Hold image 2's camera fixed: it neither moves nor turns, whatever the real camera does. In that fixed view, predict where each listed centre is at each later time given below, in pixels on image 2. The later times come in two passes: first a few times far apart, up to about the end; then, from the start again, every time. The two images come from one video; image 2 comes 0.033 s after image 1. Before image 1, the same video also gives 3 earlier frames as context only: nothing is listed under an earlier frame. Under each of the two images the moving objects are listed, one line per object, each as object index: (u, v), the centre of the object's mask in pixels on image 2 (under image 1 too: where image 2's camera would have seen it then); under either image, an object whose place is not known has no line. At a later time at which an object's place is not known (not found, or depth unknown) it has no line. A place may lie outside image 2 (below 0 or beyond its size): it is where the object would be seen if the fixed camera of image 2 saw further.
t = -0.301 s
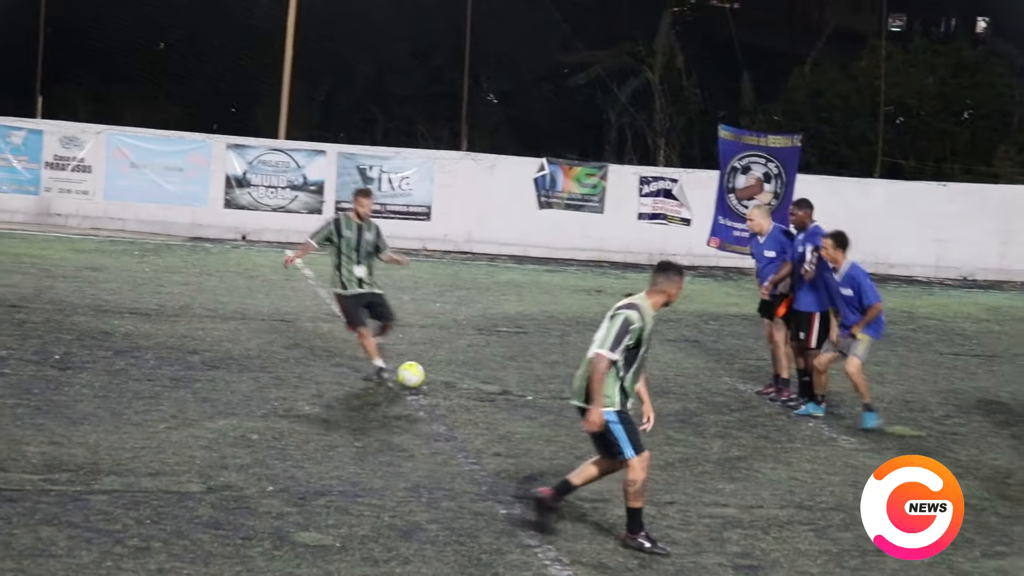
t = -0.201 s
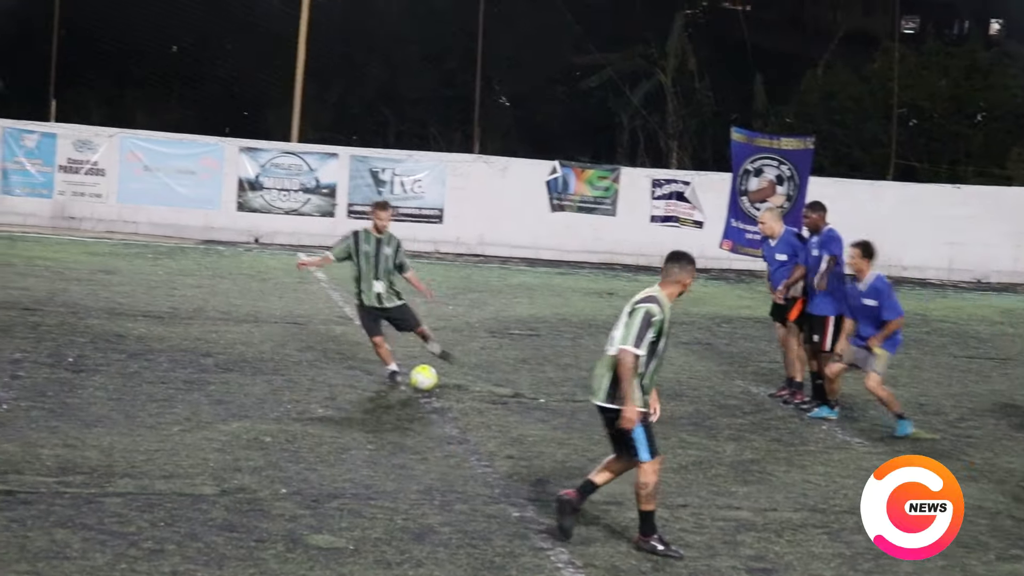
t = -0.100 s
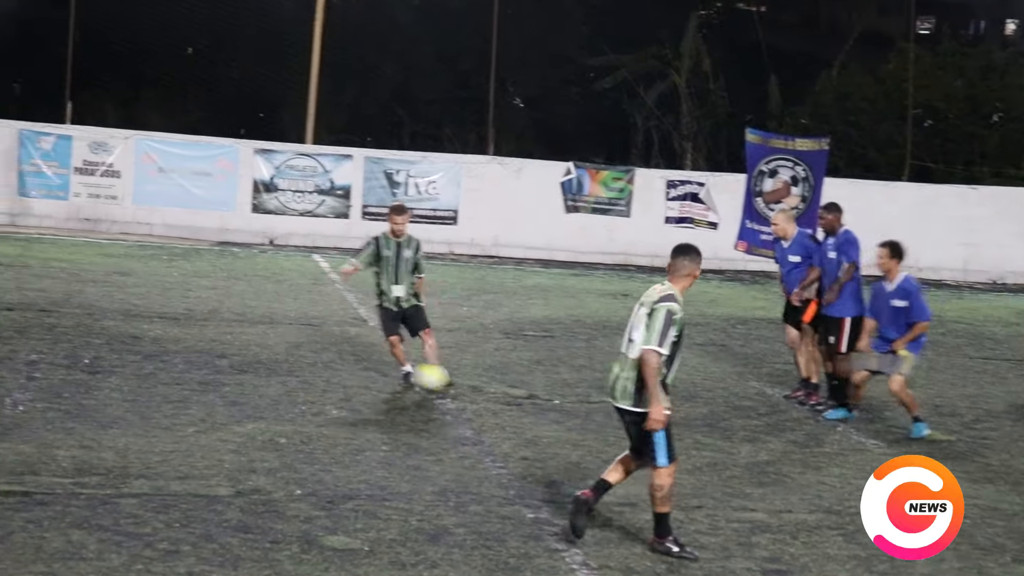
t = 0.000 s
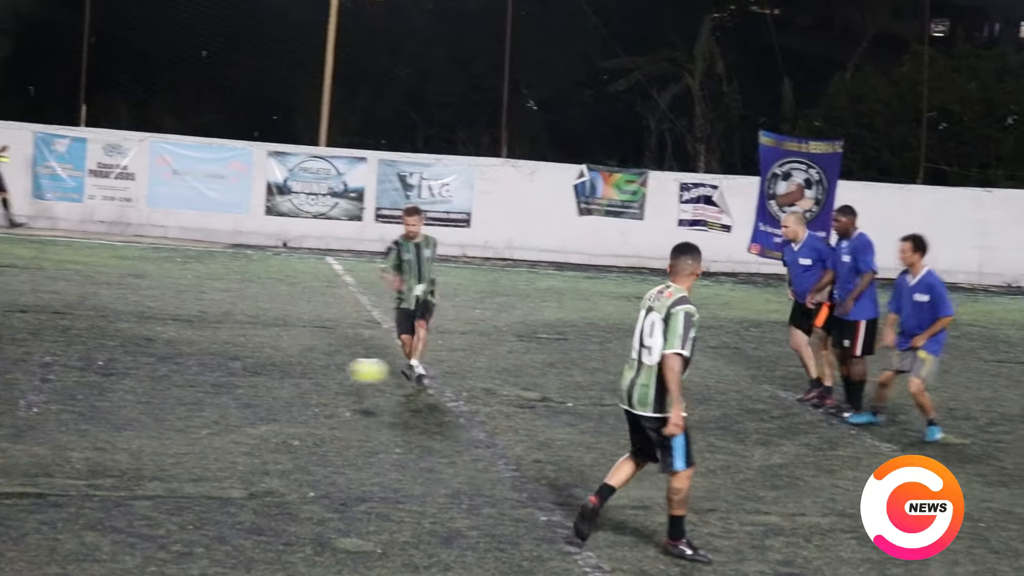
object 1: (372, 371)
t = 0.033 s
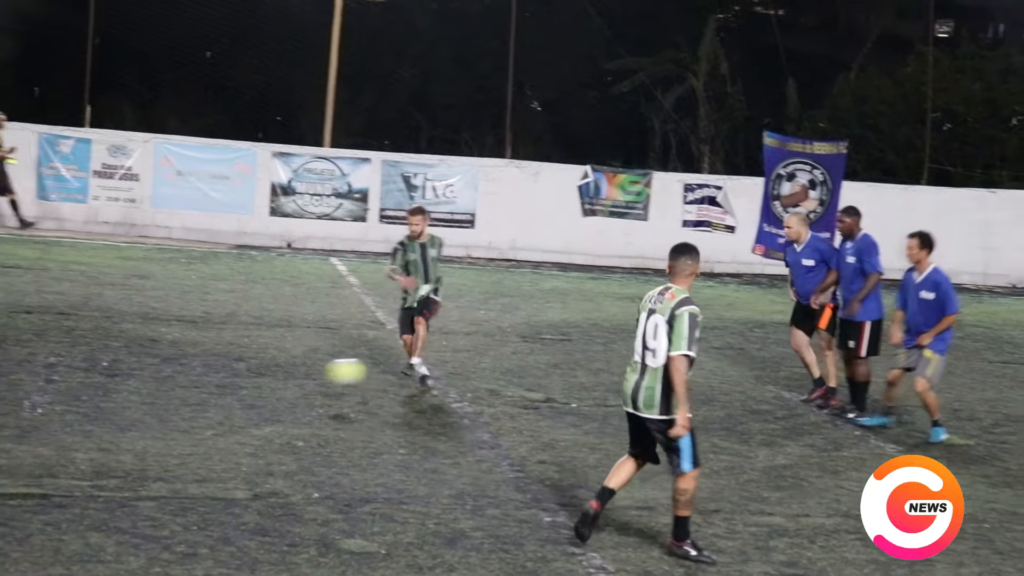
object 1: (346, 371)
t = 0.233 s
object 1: (166, 404)
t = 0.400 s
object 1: (33, 401)
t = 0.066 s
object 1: (318, 373)
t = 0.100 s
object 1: (289, 376)
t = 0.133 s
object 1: (260, 381)
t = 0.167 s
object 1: (229, 387)
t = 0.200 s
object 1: (197, 395)
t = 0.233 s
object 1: (166, 404)
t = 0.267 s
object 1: (136, 409)
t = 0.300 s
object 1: (110, 405)
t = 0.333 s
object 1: (85, 402)
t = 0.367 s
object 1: (59, 401)
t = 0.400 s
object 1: (33, 401)
